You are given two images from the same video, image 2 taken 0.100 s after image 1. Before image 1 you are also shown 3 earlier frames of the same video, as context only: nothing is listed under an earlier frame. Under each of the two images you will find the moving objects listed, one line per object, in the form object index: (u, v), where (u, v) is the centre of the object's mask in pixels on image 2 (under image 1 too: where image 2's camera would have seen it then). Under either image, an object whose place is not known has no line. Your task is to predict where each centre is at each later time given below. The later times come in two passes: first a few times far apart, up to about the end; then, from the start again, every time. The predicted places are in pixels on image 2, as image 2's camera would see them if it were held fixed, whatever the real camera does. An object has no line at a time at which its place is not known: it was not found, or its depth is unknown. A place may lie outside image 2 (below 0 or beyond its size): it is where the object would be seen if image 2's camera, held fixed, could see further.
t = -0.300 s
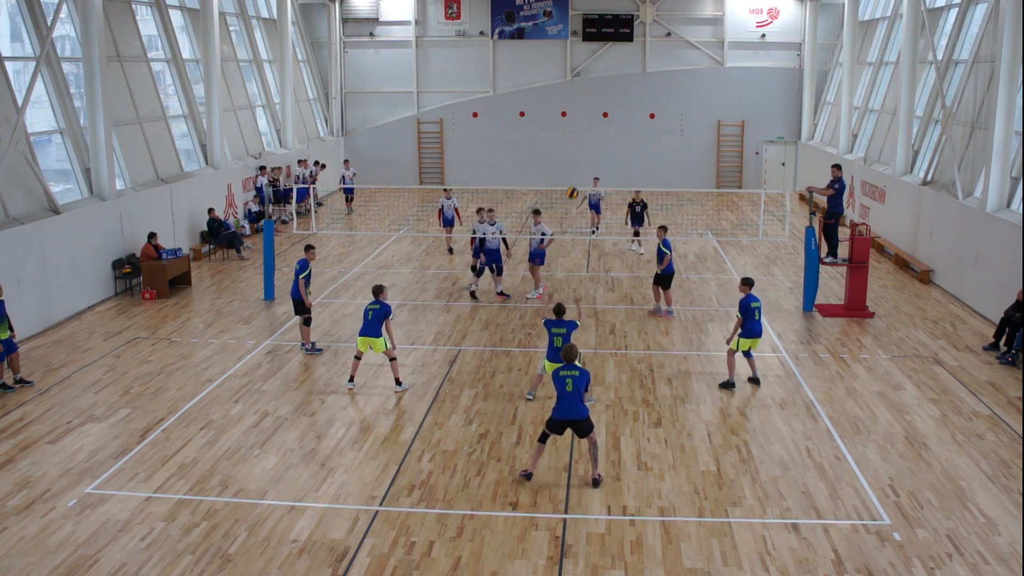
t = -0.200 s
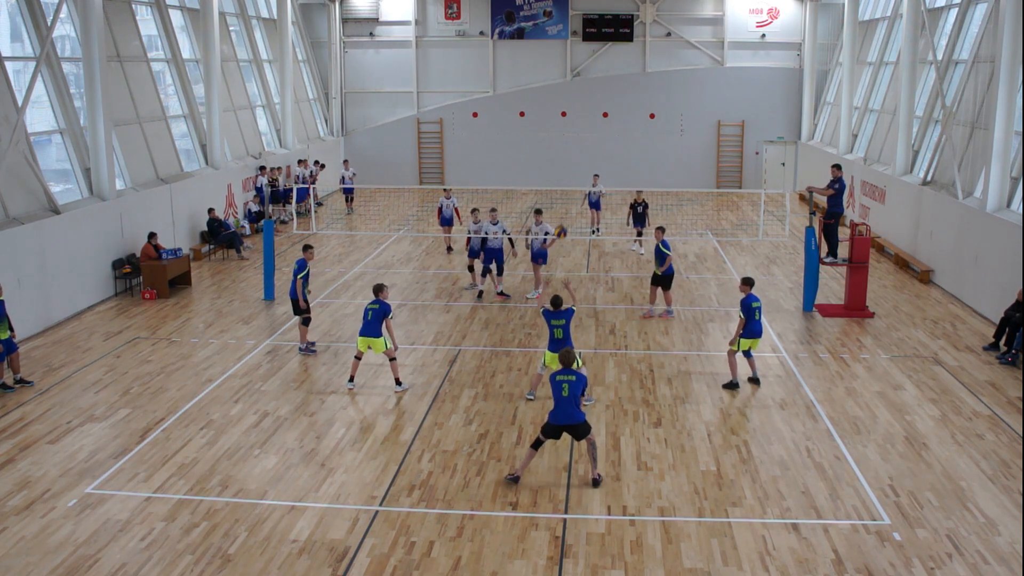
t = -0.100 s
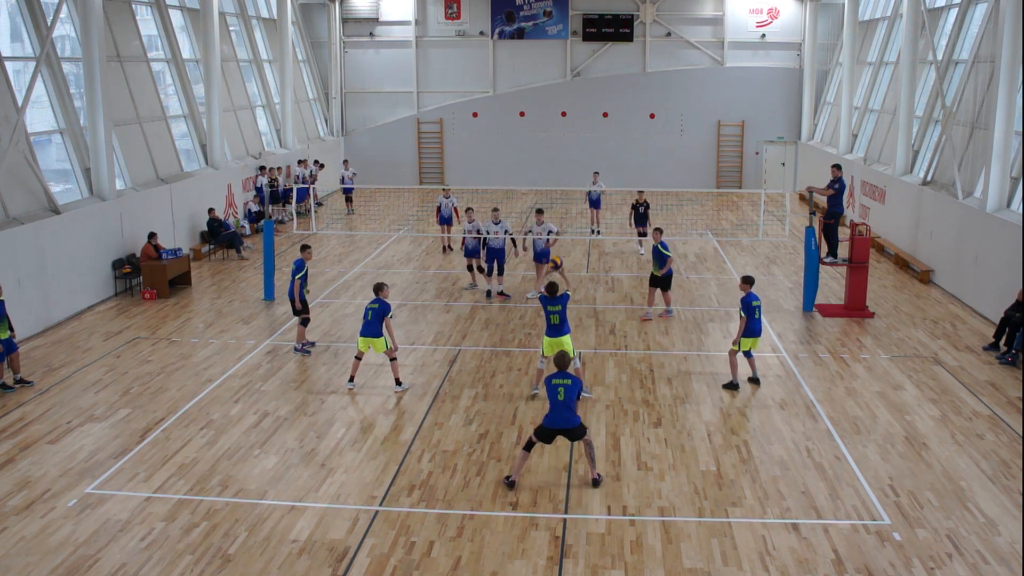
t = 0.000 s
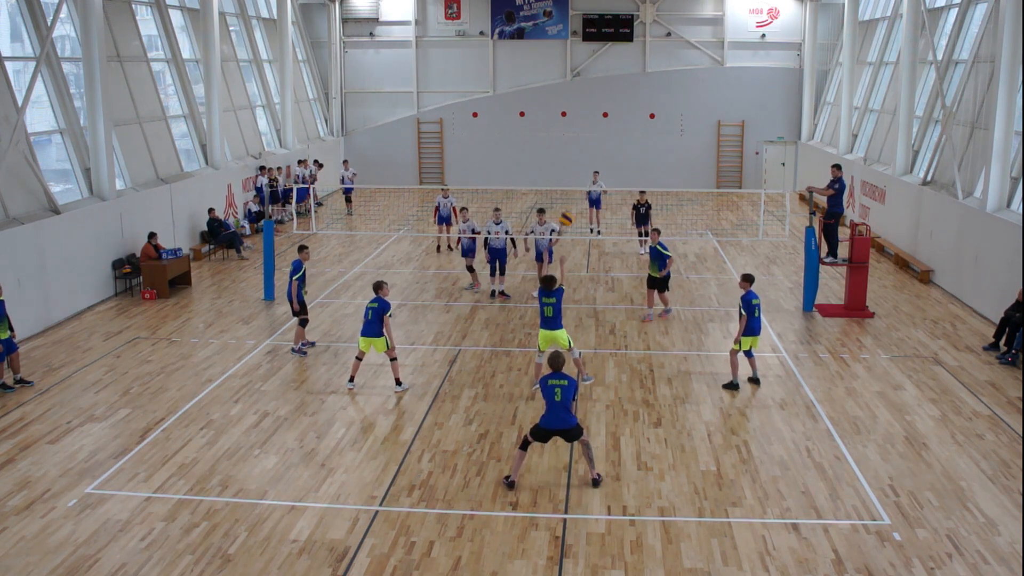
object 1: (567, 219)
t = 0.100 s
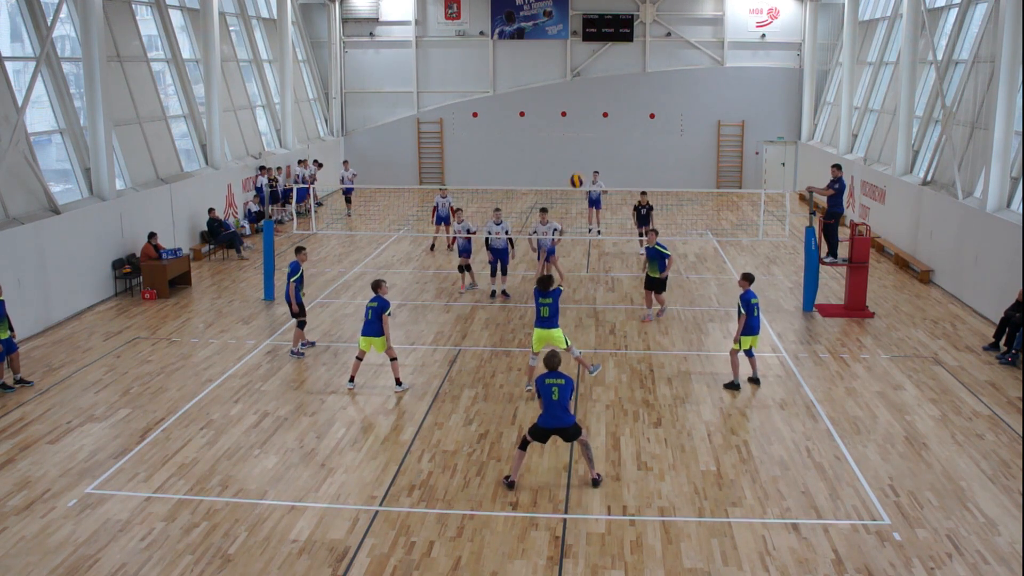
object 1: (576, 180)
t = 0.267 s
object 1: (593, 133)
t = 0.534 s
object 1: (618, 97)
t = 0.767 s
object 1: (639, 104)
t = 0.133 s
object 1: (580, 169)
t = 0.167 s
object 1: (583, 159)
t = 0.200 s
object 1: (586, 149)
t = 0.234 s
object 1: (589, 141)
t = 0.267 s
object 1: (593, 133)
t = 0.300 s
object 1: (596, 125)
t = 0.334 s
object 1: (599, 119)
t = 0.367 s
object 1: (602, 113)
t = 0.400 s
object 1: (605, 109)
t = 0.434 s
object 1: (609, 104)
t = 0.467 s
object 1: (612, 101)
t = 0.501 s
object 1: (615, 98)
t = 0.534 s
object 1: (618, 97)
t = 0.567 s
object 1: (621, 95)
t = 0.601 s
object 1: (624, 95)
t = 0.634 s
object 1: (628, 95)
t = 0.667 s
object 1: (630, 96)
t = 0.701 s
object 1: (634, 98)
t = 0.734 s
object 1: (636, 101)
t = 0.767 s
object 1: (639, 104)
